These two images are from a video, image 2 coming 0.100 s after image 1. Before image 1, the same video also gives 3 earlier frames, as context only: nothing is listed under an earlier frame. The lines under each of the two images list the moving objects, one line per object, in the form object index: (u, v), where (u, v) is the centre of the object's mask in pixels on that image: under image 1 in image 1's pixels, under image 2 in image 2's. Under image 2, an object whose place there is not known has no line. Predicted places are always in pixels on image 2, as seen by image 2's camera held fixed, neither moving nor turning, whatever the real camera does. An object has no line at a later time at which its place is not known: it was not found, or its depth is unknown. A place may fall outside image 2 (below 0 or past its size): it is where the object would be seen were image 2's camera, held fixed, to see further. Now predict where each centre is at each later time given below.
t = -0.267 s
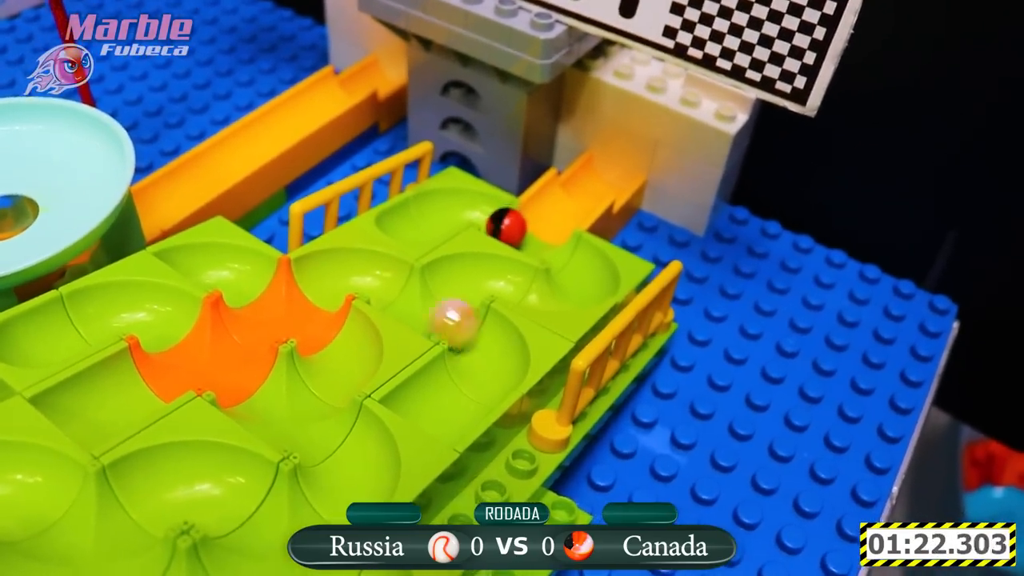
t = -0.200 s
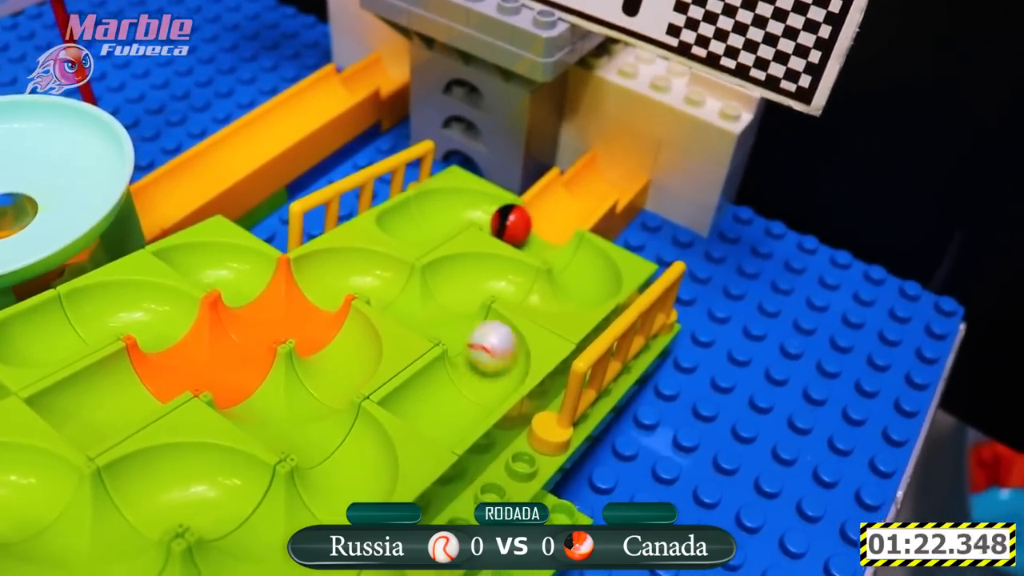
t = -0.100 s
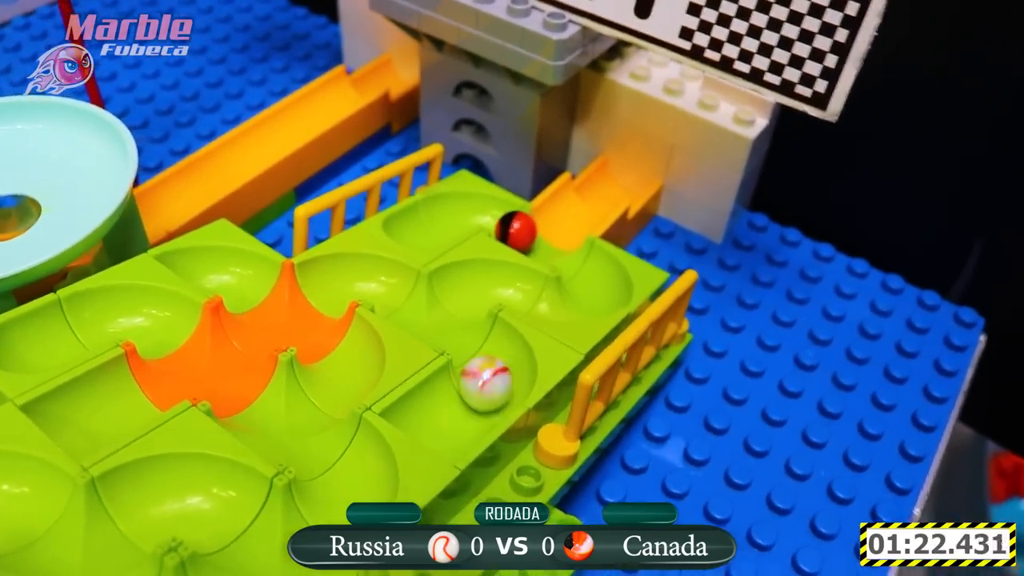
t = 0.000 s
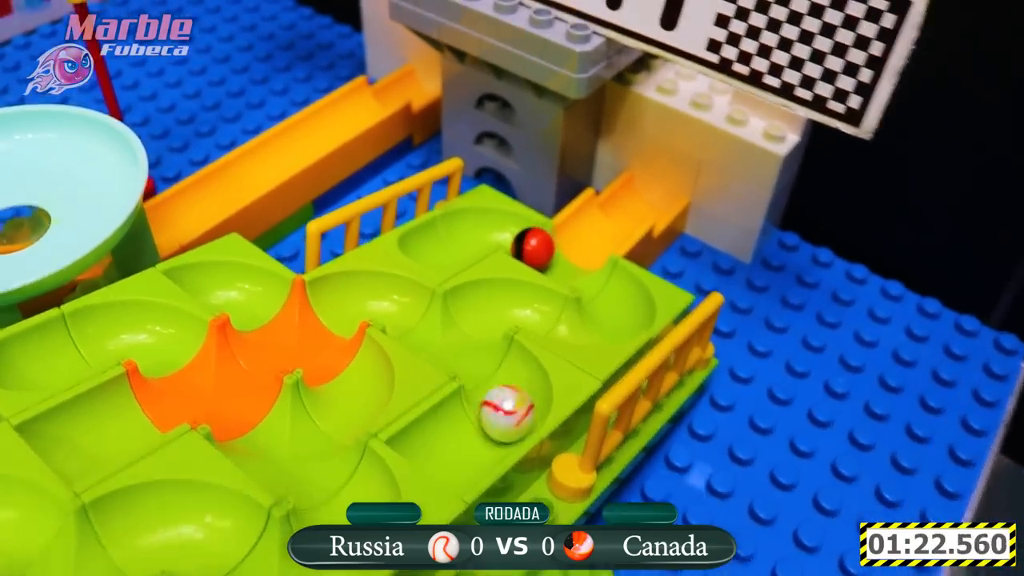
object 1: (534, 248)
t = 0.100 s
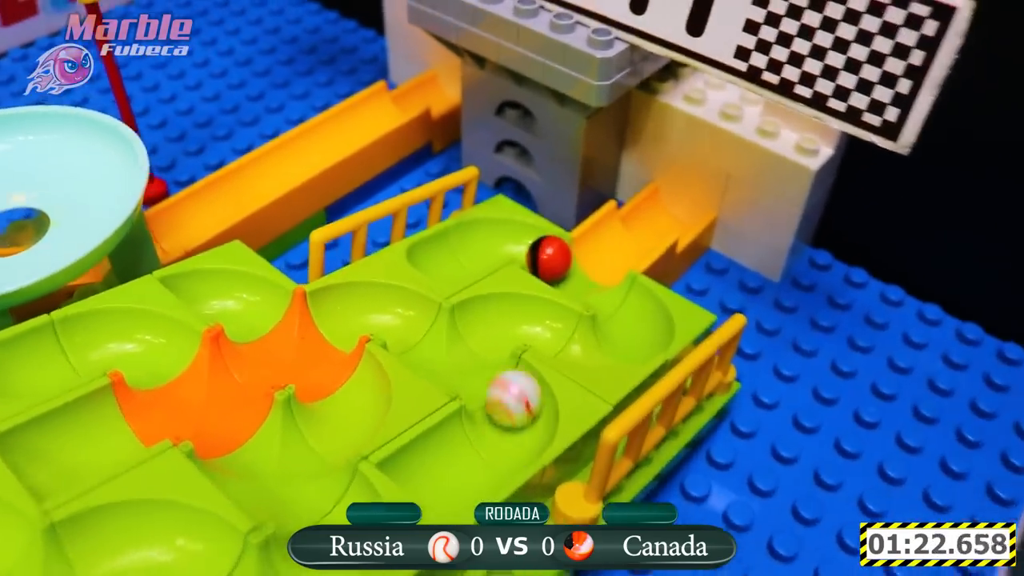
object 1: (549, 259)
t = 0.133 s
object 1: (547, 260)
